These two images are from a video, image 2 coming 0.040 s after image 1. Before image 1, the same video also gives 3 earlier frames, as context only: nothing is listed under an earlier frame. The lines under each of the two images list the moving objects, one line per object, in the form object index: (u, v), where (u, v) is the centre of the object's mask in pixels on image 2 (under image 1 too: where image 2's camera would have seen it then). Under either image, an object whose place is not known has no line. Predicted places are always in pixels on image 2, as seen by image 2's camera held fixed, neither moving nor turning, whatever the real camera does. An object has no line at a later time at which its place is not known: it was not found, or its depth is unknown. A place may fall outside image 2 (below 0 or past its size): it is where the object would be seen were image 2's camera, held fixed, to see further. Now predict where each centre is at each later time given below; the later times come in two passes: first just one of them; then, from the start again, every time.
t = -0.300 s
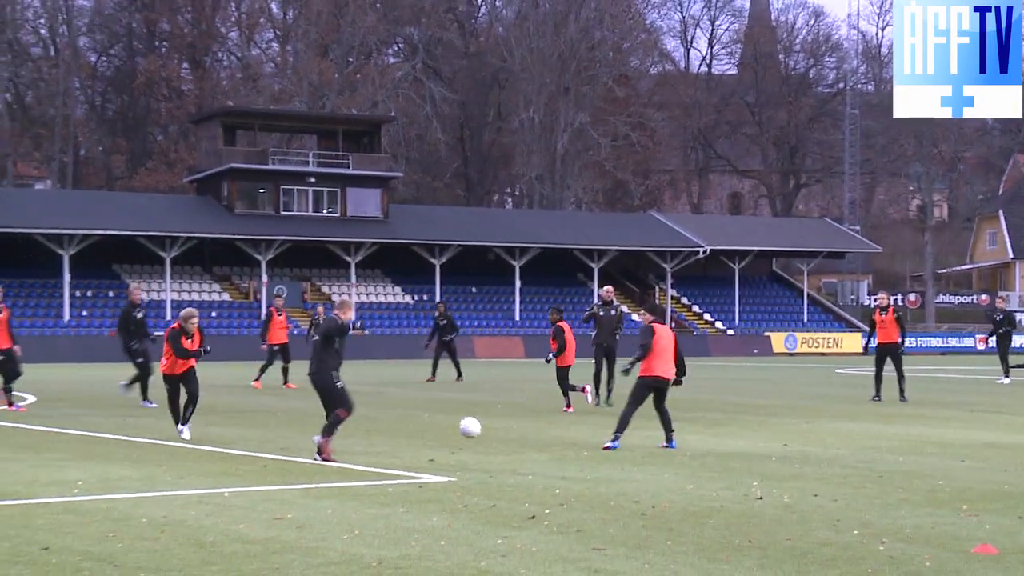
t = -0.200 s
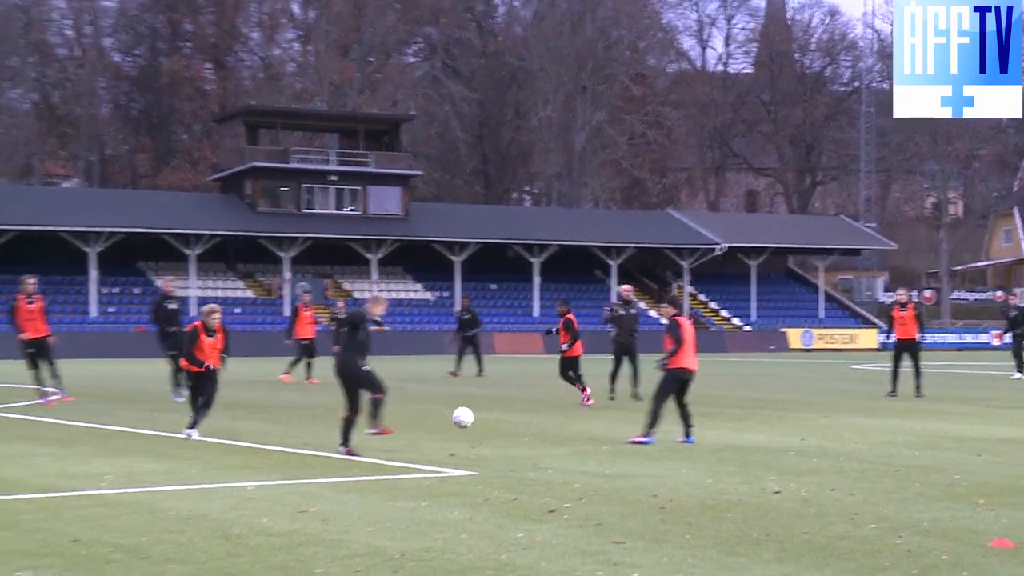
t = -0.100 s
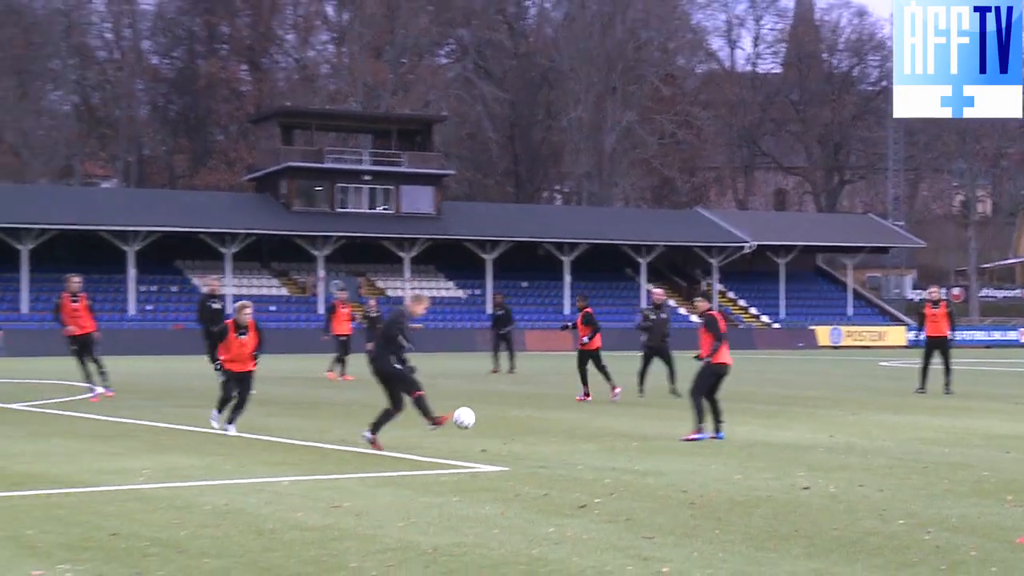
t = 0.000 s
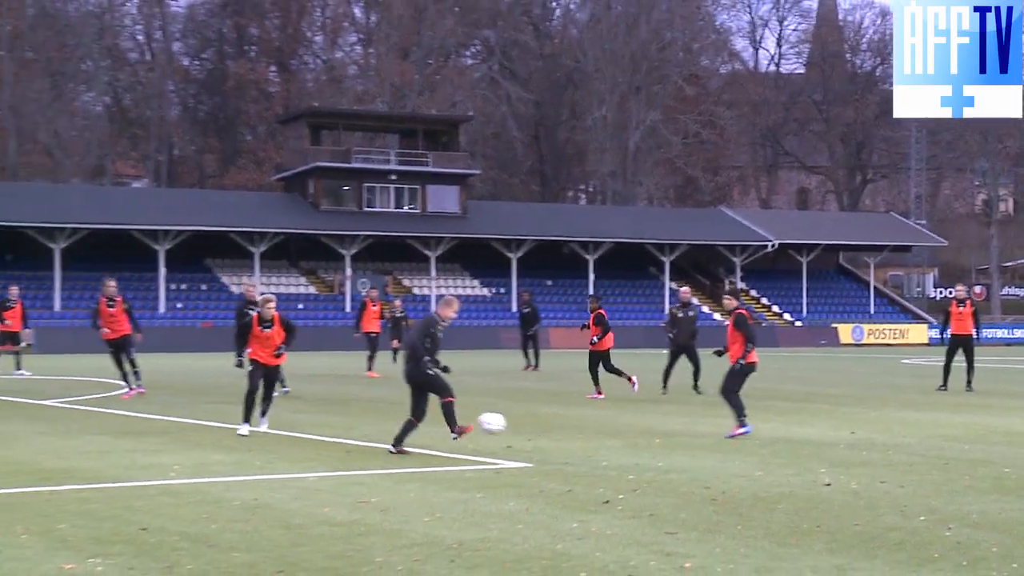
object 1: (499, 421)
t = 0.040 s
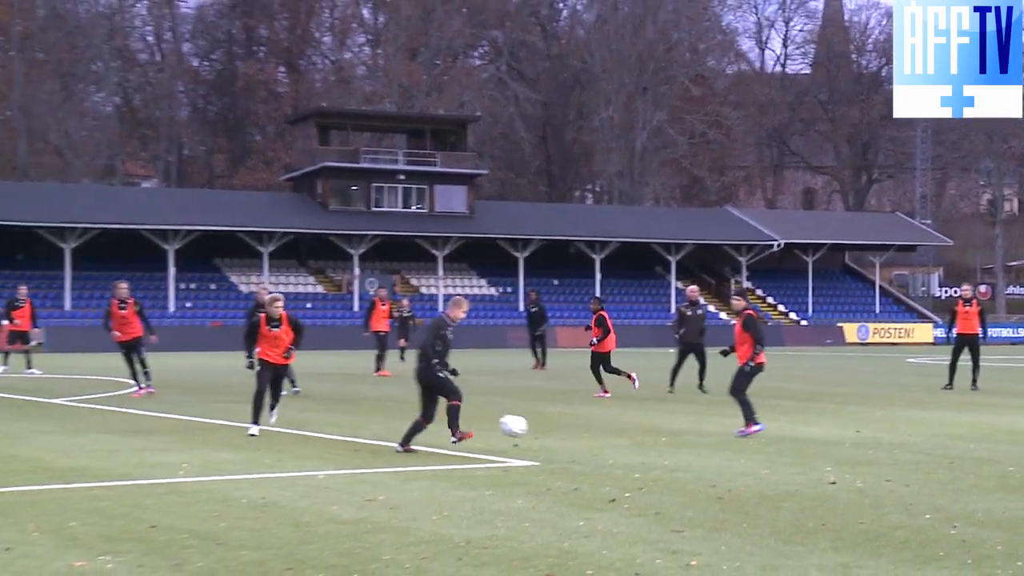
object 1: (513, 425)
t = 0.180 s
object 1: (562, 444)
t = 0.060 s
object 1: (521, 428)
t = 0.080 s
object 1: (528, 431)
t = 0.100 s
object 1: (535, 434)
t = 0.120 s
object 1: (543, 437)
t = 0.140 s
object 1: (550, 442)
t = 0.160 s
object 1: (556, 446)
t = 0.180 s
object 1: (562, 444)
